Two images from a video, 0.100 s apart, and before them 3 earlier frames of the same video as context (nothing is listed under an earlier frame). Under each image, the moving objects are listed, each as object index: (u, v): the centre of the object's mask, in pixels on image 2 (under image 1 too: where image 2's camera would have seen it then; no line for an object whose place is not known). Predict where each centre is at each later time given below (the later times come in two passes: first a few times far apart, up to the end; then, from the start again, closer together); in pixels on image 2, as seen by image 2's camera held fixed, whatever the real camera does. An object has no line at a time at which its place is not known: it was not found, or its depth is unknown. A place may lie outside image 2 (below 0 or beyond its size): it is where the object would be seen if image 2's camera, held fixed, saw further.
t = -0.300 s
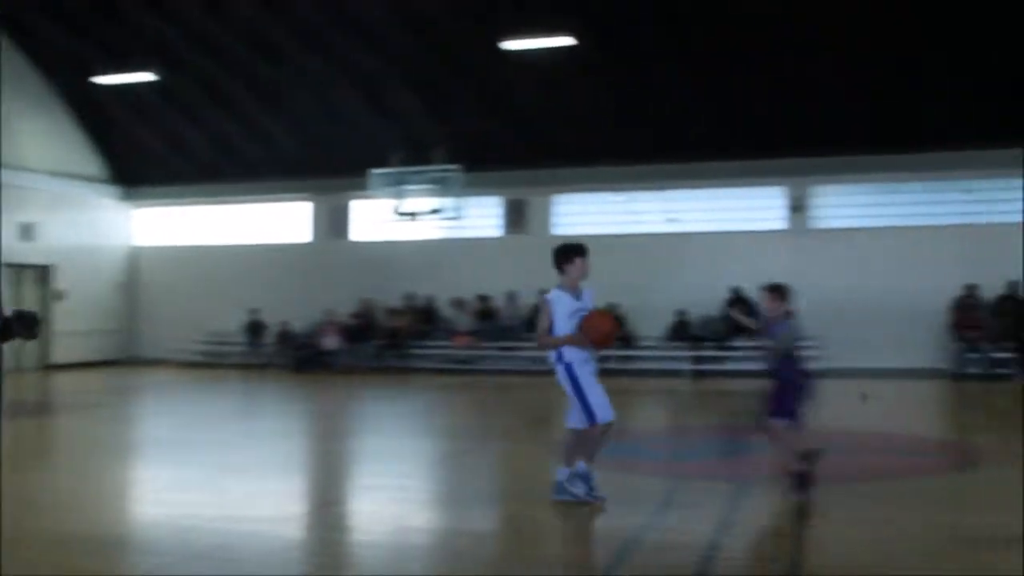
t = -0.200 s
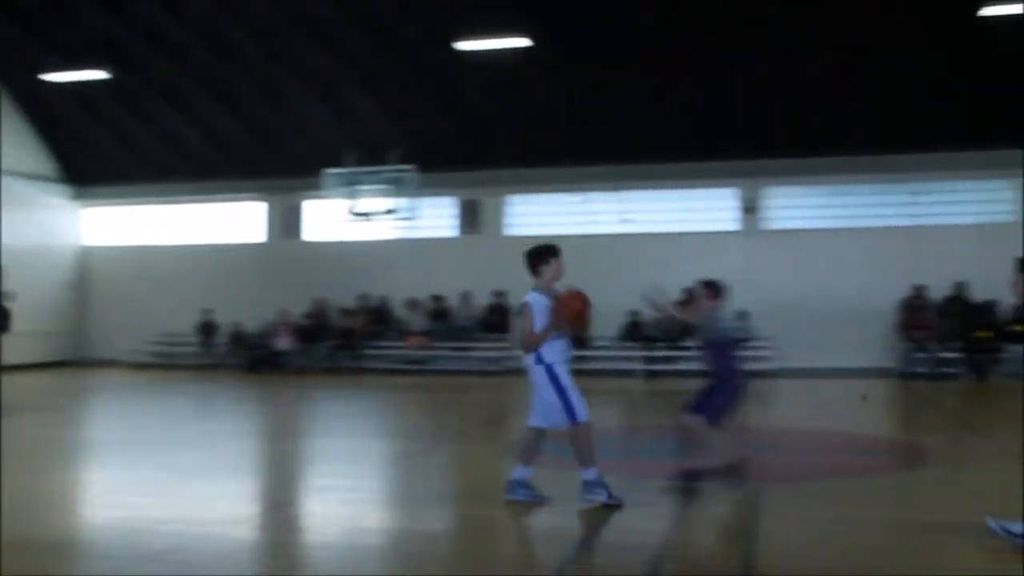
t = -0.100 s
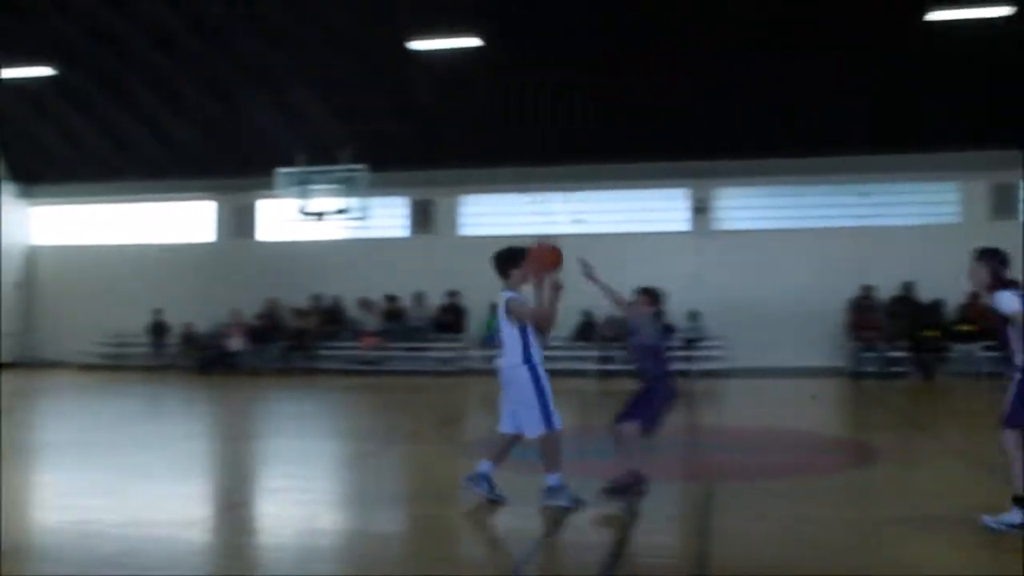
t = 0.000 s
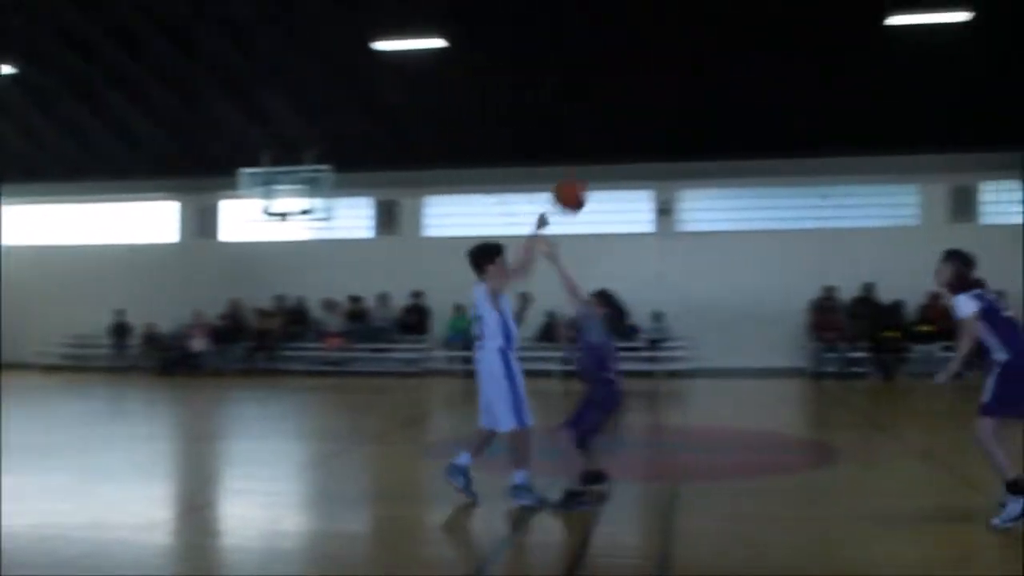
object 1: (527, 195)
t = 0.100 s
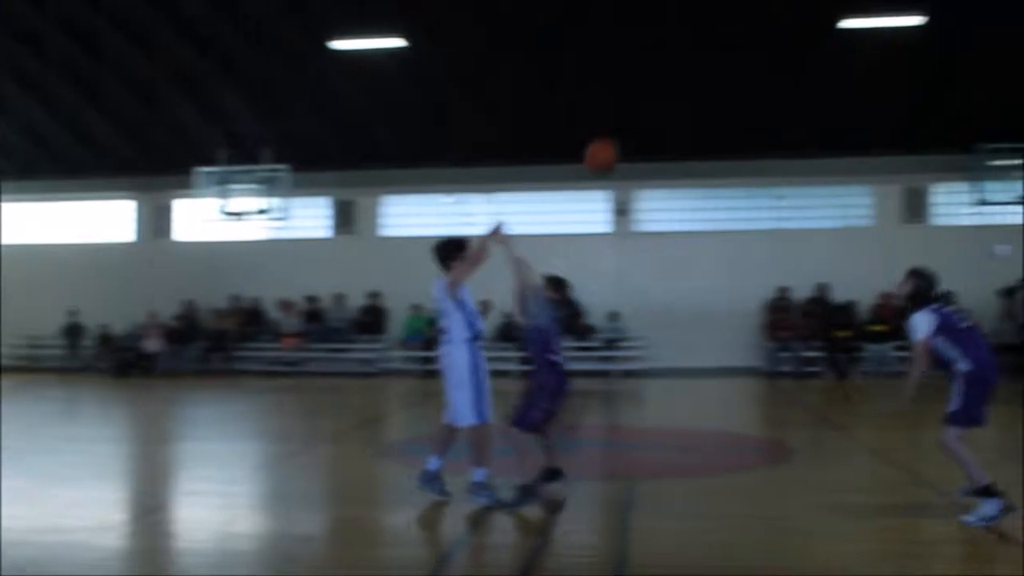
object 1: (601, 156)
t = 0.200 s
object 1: (670, 131)
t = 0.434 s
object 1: (801, 131)
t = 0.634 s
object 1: (893, 181)
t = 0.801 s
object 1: (963, 250)
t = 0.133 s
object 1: (625, 145)
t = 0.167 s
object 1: (648, 137)
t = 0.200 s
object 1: (670, 131)
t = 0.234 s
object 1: (691, 126)
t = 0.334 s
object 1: (750, 122)
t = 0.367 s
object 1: (768, 124)
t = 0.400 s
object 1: (785, 126)
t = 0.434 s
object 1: (801, 131)
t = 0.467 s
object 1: (818, 135)
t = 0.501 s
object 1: (834, 141)
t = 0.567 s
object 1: (865, 159)
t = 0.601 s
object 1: (879, 170)
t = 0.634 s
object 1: (893, 181)
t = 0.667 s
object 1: (910, 195)
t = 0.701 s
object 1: (923, 209)
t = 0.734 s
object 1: (936, 222)
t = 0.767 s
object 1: (949, 236)
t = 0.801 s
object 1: (963, 250)
